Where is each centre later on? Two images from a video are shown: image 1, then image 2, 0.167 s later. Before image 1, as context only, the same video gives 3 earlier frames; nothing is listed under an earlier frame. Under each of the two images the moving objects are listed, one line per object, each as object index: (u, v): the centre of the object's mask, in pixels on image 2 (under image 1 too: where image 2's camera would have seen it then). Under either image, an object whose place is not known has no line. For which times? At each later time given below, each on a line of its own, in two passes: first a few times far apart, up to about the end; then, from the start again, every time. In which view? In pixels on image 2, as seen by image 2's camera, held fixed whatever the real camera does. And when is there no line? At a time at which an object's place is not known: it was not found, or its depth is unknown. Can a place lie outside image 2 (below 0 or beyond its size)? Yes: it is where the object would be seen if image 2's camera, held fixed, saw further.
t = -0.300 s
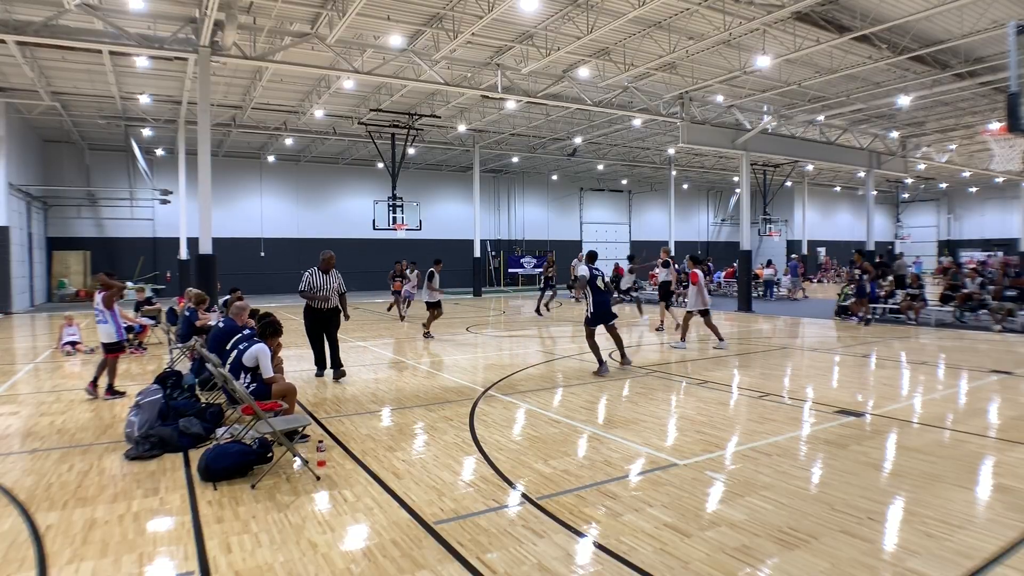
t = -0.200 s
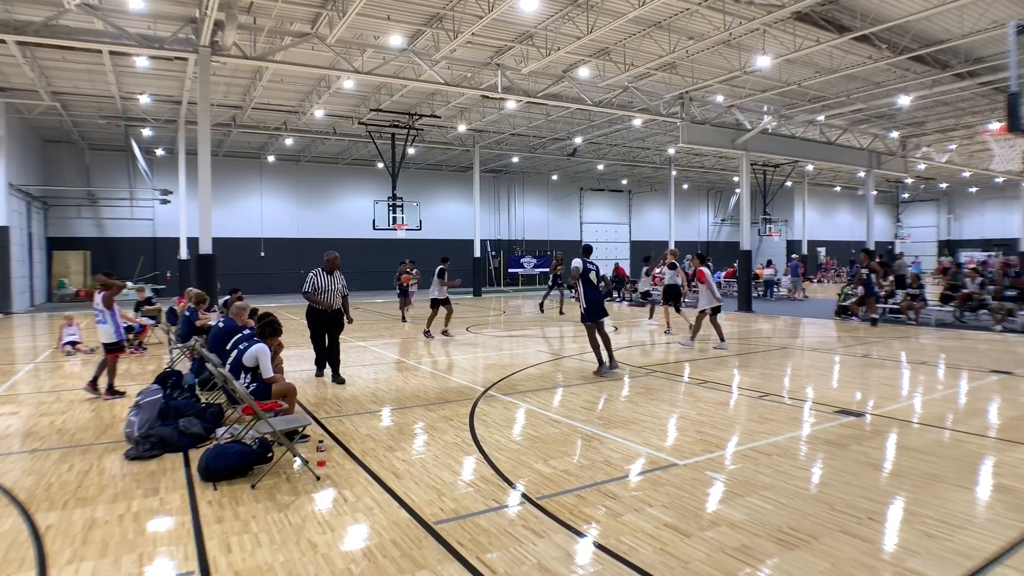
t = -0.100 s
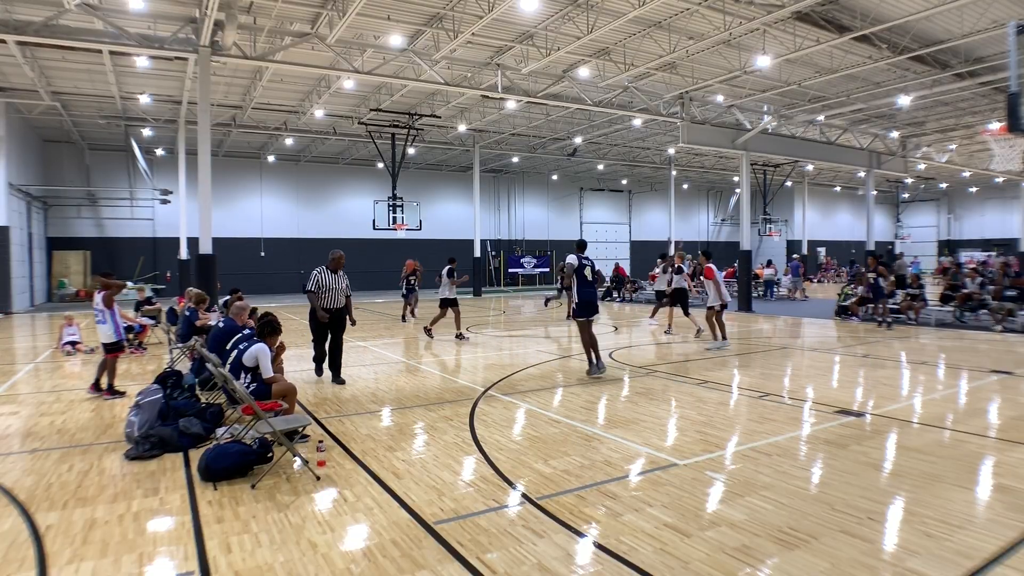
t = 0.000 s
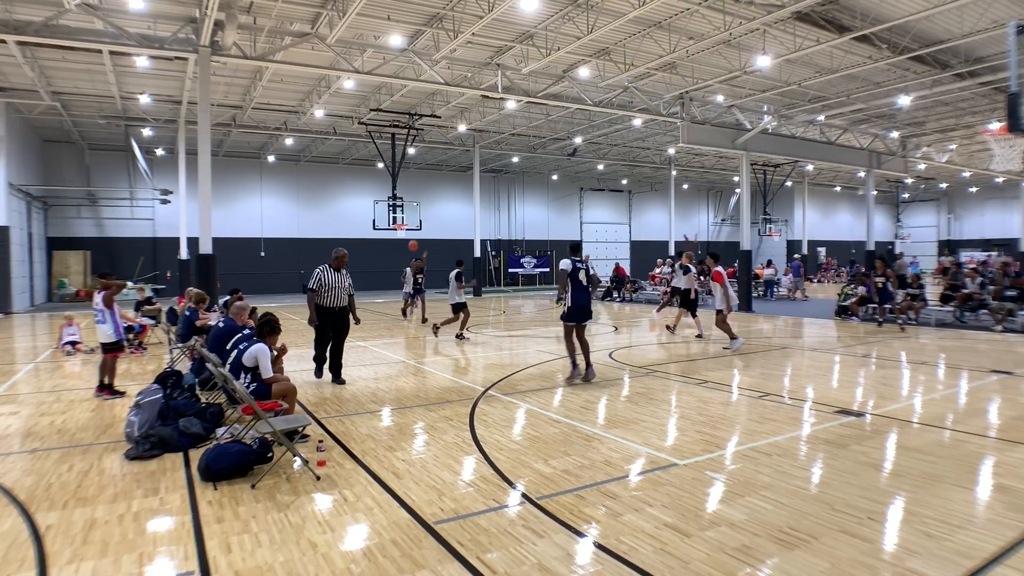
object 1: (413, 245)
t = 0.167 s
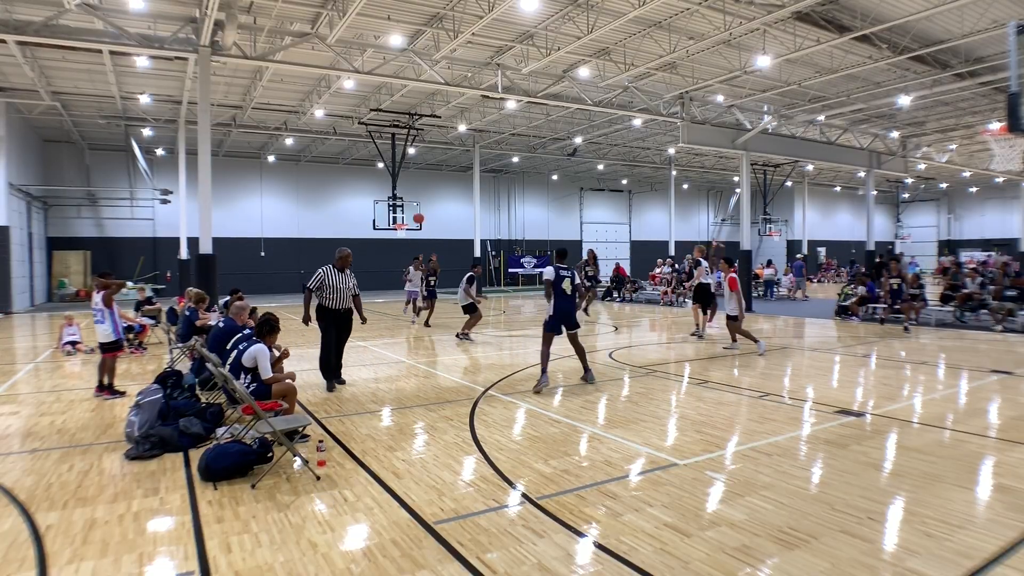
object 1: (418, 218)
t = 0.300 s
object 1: (423, 202)
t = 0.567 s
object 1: (435, 189)
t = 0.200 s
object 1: (419, 214)
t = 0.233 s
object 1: (421, 209)
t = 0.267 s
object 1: (422, 205)
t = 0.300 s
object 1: (423, 202)
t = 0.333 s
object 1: (424, 198)
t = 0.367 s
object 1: (426, 195)
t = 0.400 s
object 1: (427, 193)
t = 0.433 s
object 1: (429, 190)
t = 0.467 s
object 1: (430, 189)
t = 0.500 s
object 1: (432, 188)
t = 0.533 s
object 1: (433, 188)
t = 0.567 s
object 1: (435, 189)
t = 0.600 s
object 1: (437, 190)
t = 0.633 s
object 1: (439, 192)
